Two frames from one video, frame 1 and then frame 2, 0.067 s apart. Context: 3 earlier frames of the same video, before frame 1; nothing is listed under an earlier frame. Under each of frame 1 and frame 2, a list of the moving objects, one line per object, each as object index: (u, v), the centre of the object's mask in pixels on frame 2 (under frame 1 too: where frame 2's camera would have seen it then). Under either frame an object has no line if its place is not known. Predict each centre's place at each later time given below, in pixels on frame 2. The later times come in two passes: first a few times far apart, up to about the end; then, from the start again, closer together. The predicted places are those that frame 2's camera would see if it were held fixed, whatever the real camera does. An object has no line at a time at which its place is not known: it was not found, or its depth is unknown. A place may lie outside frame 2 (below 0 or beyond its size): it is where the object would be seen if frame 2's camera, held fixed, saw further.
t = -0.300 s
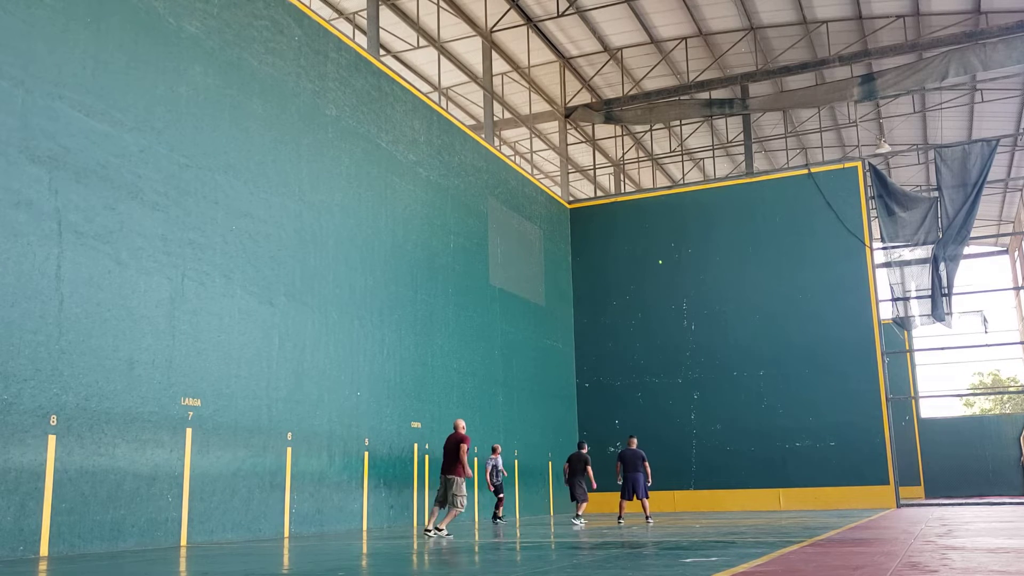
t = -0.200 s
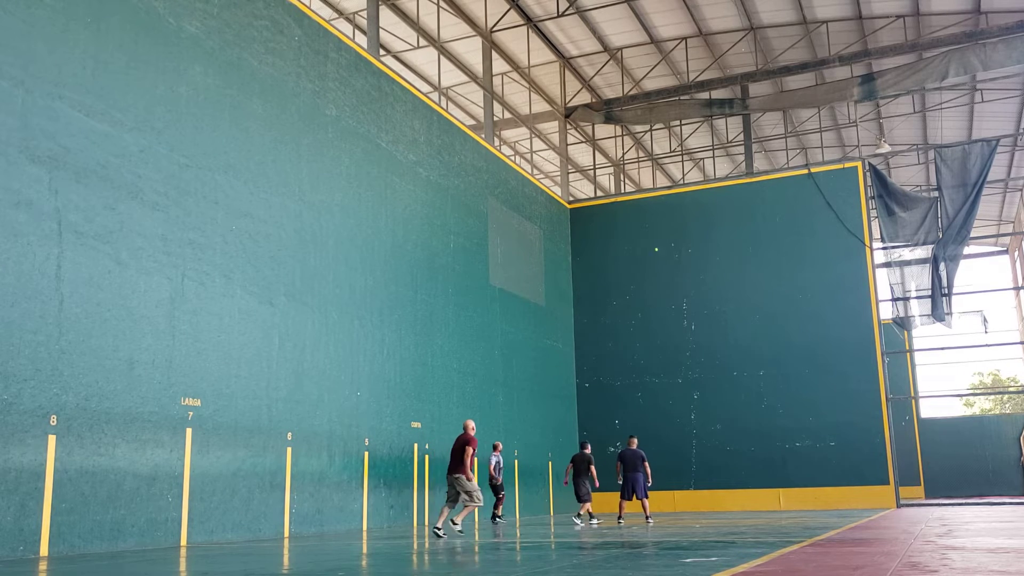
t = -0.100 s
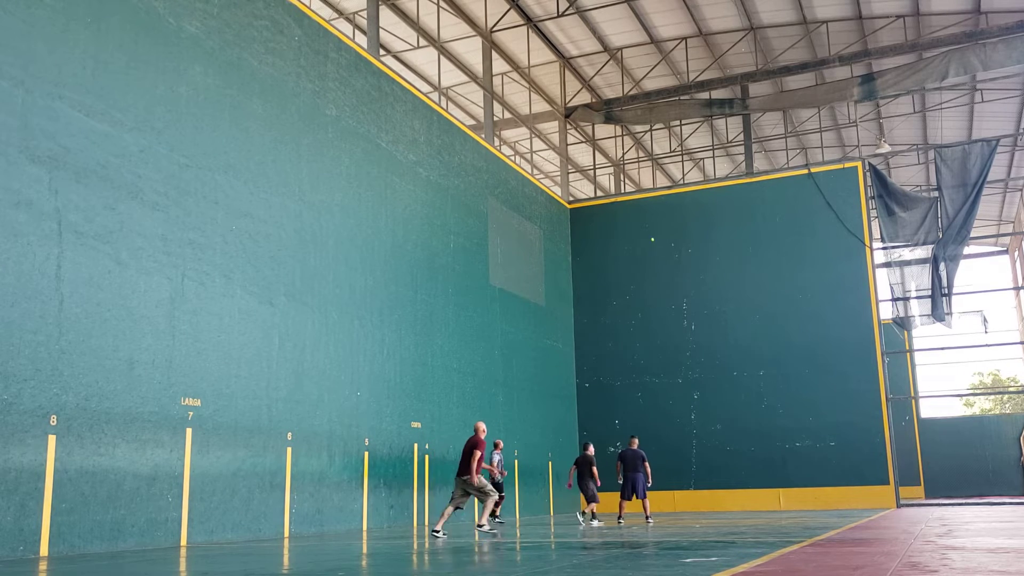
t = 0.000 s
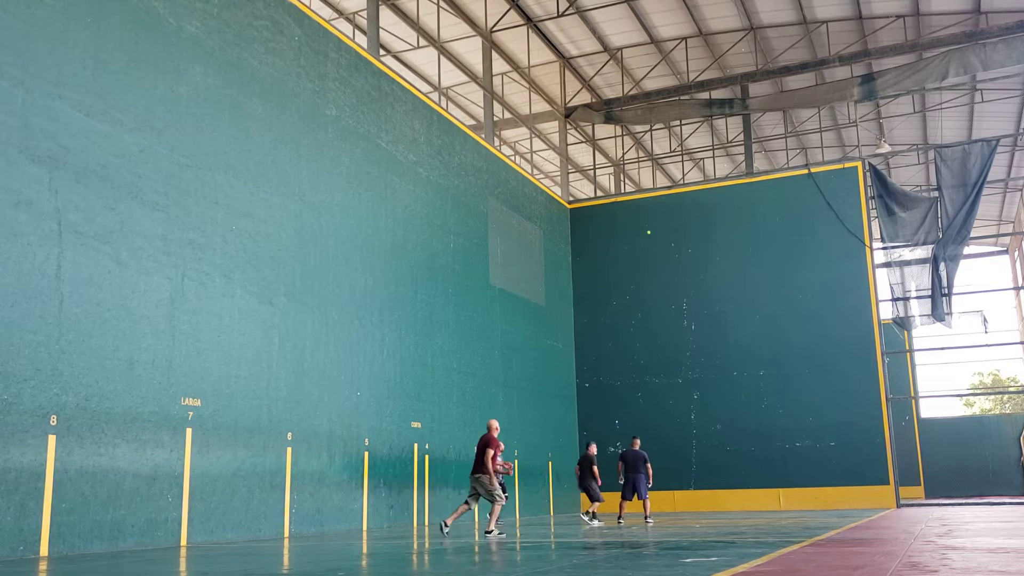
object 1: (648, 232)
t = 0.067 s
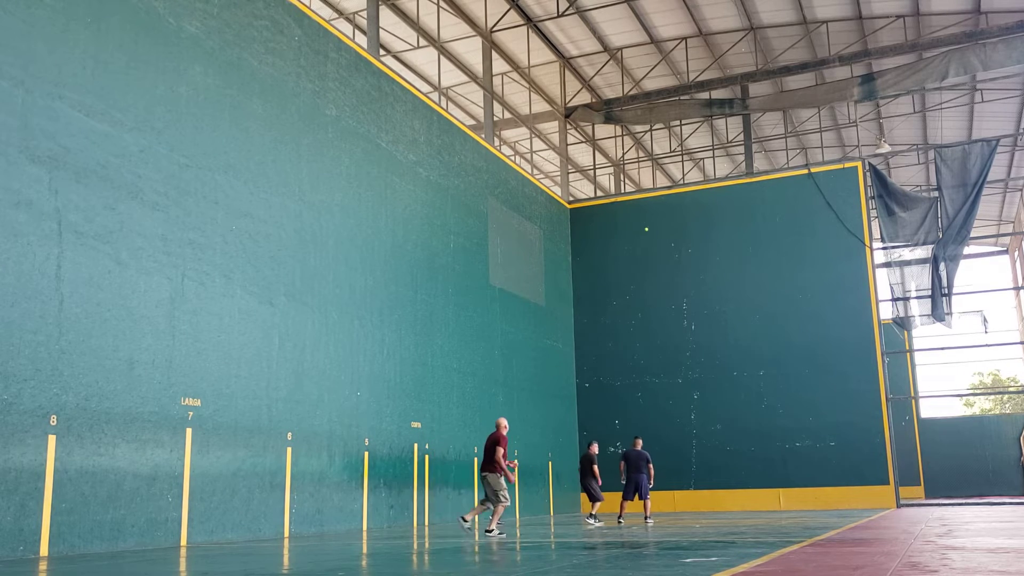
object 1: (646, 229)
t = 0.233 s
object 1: (641, 228)
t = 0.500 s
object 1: (633, 251)
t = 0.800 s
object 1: (625, 324)
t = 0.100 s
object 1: (645, 228)
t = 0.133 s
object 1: (644, 228)
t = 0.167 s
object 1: (643, 227)
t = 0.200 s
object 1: (642, 228)
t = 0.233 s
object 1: (641, 228)
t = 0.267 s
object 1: (640, 229)
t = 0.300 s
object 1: (639, 231)
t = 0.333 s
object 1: (638, 233)
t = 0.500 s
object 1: (633, 251)
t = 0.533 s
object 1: (632, 256)
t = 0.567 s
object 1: (631, 262)
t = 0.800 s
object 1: (625, 324)
